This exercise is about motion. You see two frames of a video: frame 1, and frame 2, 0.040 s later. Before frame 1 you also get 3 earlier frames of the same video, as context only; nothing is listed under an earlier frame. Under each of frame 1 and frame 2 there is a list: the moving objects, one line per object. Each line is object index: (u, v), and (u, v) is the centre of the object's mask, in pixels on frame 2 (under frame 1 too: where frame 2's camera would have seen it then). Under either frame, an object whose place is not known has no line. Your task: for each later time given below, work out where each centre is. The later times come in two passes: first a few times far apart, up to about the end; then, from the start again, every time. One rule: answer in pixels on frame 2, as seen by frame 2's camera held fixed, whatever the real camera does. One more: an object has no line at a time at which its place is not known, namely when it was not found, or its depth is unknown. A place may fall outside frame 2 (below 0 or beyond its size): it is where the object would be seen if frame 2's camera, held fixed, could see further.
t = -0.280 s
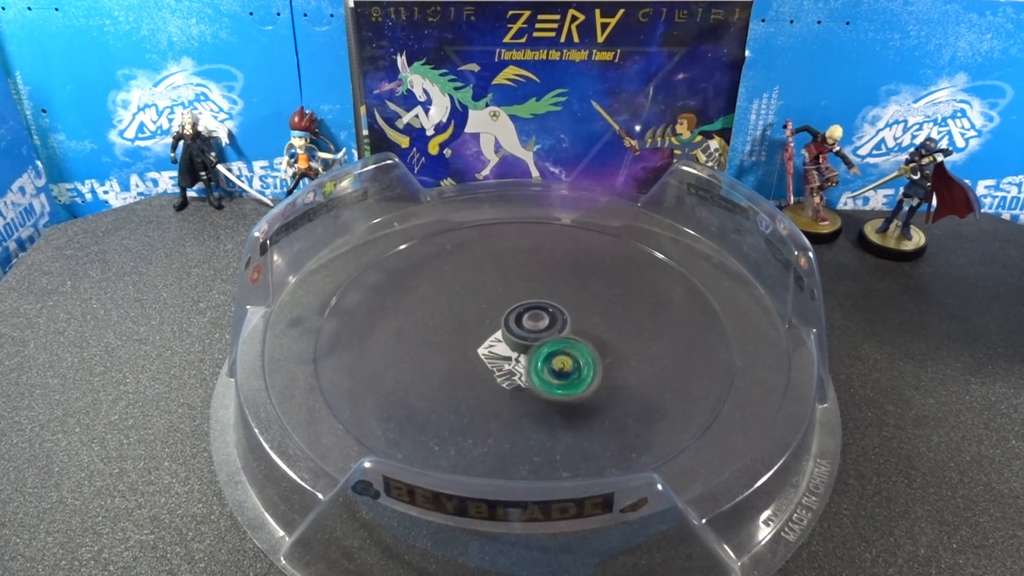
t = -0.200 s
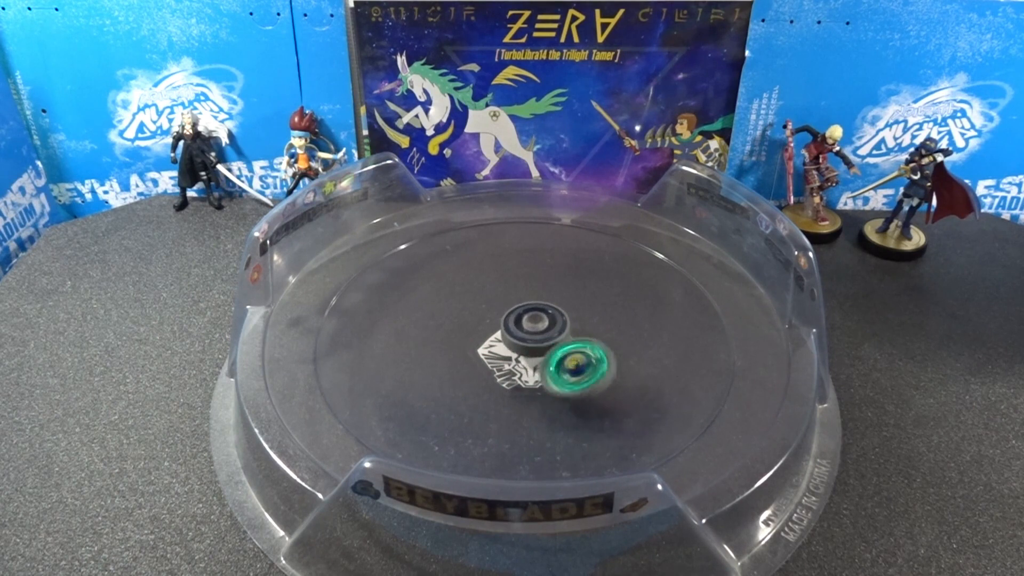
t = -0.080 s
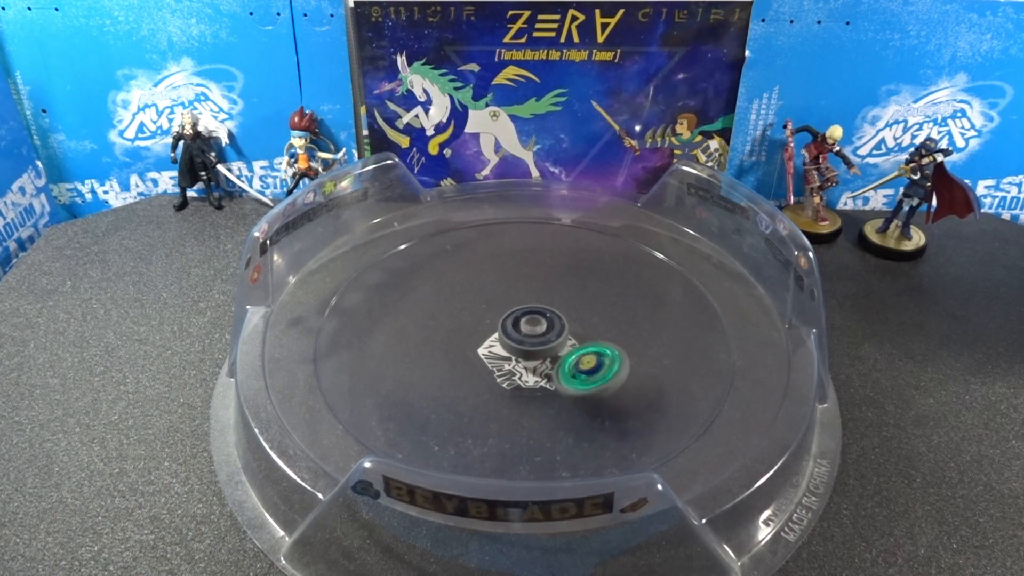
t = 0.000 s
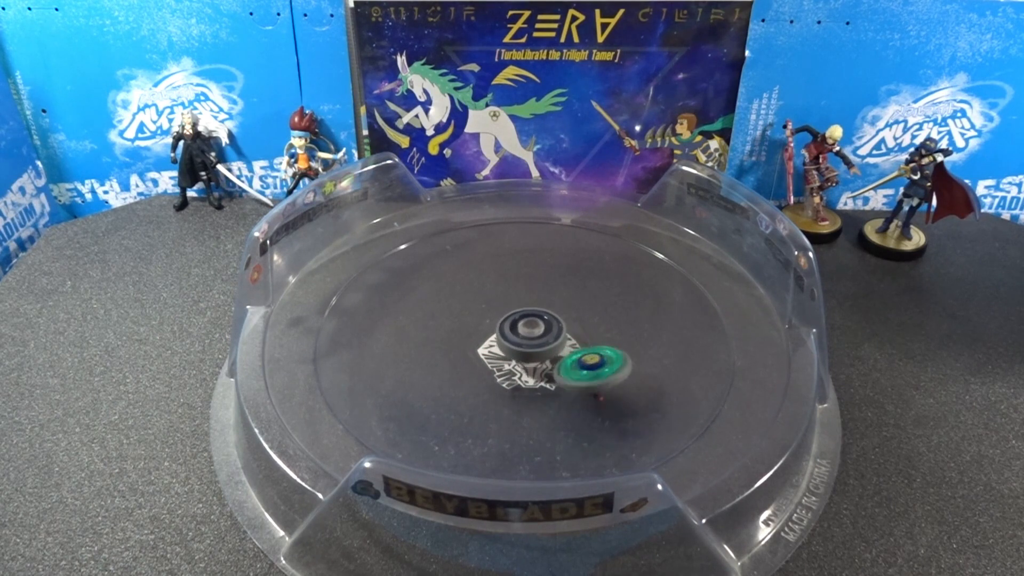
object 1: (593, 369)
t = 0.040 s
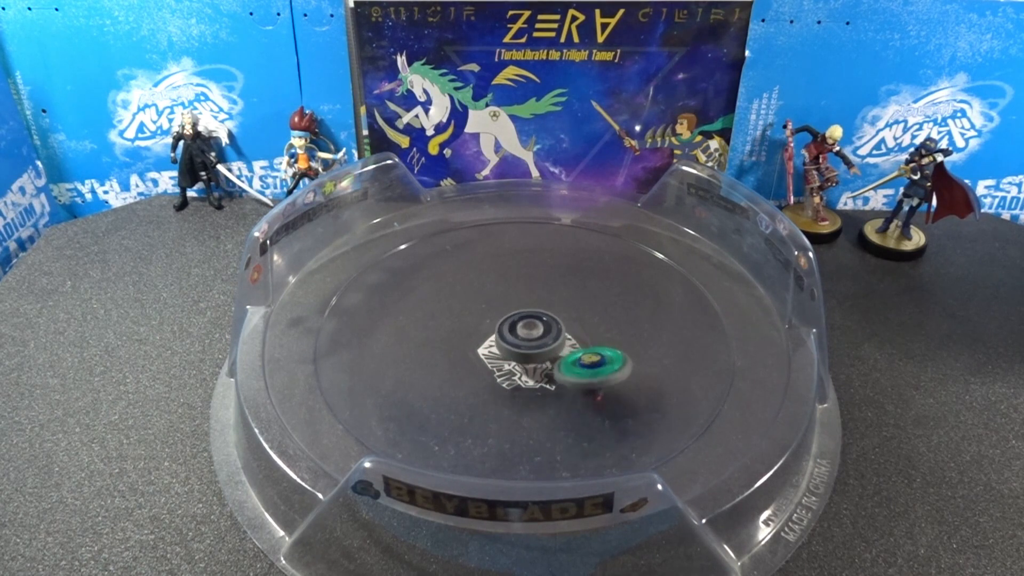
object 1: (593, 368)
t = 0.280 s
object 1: (599, 369)
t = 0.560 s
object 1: (594, 346)
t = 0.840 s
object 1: (596, 312)
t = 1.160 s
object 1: (593, 304)
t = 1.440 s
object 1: (592, 303)
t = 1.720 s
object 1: (559, 298)
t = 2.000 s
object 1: (551, 283)
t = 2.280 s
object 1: (544, 292)
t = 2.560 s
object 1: (529, 292)
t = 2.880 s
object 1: (518, 287)
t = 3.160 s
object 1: (561, 295)
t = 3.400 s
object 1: (559, 298)
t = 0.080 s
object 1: (592, 367)
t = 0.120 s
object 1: (590, 366)
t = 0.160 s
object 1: (595, 368)
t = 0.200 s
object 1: (601, 371)
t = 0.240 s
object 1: (600, 372)
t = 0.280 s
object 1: (599, 369)
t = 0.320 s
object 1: (599, 366)
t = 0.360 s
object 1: (601, 364)
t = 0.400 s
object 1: (601, 363)
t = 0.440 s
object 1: (598, 359)
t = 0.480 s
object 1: (596, 355)
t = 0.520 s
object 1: (596, 350)
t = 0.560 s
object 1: (594, 346)
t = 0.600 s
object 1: (593, 340)
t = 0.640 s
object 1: (593, 335)
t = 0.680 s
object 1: (593, 330)
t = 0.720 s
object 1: (594, 325)
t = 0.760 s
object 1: (594, 320)
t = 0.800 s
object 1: (595, 316)
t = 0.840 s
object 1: (596, 312)
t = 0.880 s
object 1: (596, 309)
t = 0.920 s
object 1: (597, 308)
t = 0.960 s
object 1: (595, 307)
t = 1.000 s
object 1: (594, 306)
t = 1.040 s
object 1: (592, 305)
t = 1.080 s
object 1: (591, 303)
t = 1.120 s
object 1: (593, 303)
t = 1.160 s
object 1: (593, 304)
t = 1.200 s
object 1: (601, 303)
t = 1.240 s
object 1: (603, 306)
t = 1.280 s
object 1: (600, 306)
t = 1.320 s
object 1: (598, 302)
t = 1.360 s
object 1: (598, 302)
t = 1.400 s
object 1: (596, 302)
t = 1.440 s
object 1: (592, 303)
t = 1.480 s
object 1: (585, 304)
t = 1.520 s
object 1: (578, 303)
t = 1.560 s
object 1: (572, 302)
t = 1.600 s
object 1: (567, 301)
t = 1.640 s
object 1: (565, 300)
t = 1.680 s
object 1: (562, 300)
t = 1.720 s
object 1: (559, 298)
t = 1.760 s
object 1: (556, 294)
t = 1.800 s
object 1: (553, 290)
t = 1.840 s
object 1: (553, 286)
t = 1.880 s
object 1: (555, 286)
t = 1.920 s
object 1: (554, 285)
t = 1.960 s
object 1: (552, 284)
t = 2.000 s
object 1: (551, 283)
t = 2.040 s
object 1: (550, 284)
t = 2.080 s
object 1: (548, 285)
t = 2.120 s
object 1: (549, 283)
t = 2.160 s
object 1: (555, 282)
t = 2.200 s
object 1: (557, 287)
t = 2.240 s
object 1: (553, 291)
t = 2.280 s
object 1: (544, 292)
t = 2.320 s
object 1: (538, 290)
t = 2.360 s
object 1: (538, 288)
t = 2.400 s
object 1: (540, 289)
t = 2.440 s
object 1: (538, 291)
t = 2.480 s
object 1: (535, 291)
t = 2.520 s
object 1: (530, 291)
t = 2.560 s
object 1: (529, 292)
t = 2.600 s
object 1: (528, 291)
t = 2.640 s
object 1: (528, 290)
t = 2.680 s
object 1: (528, 289)
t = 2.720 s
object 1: (526, 291)
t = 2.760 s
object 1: (523, 291)
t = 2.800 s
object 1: (518, 290)
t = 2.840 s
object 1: (515, 290)
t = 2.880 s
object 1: (518, 287)
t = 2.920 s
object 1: (525, 288)
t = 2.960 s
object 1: (532, 292)
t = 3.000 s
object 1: (542, 294)
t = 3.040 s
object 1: (550, 296)
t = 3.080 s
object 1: (557, 297)
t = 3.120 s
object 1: (560, 296)
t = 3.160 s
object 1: (561, 295)
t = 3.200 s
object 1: (562, 295)
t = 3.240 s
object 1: (561, 295)
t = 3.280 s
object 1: (563, 294)
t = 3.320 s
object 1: (563, 295)
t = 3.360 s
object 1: (562, 296)
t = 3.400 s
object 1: (559, 298)
